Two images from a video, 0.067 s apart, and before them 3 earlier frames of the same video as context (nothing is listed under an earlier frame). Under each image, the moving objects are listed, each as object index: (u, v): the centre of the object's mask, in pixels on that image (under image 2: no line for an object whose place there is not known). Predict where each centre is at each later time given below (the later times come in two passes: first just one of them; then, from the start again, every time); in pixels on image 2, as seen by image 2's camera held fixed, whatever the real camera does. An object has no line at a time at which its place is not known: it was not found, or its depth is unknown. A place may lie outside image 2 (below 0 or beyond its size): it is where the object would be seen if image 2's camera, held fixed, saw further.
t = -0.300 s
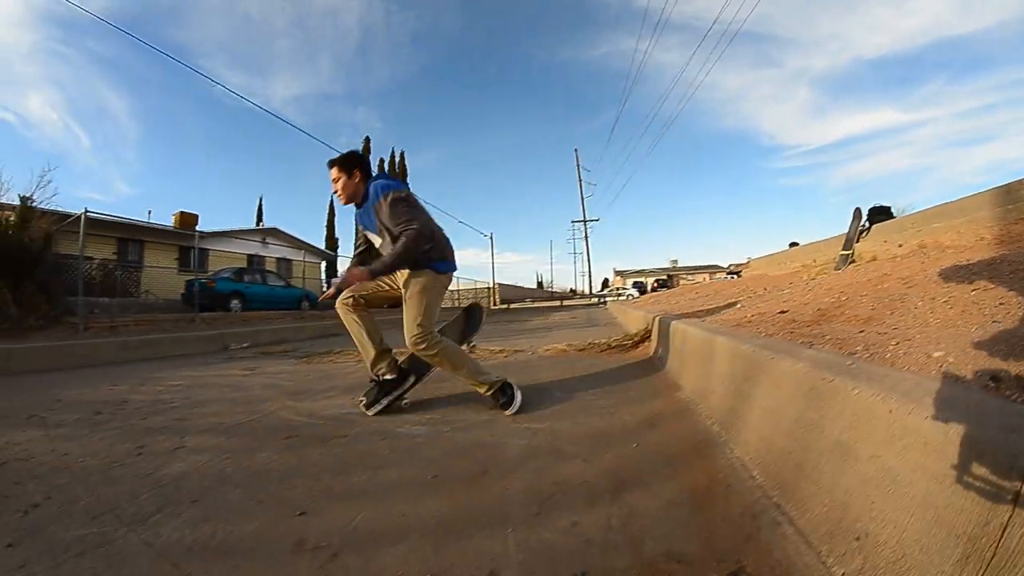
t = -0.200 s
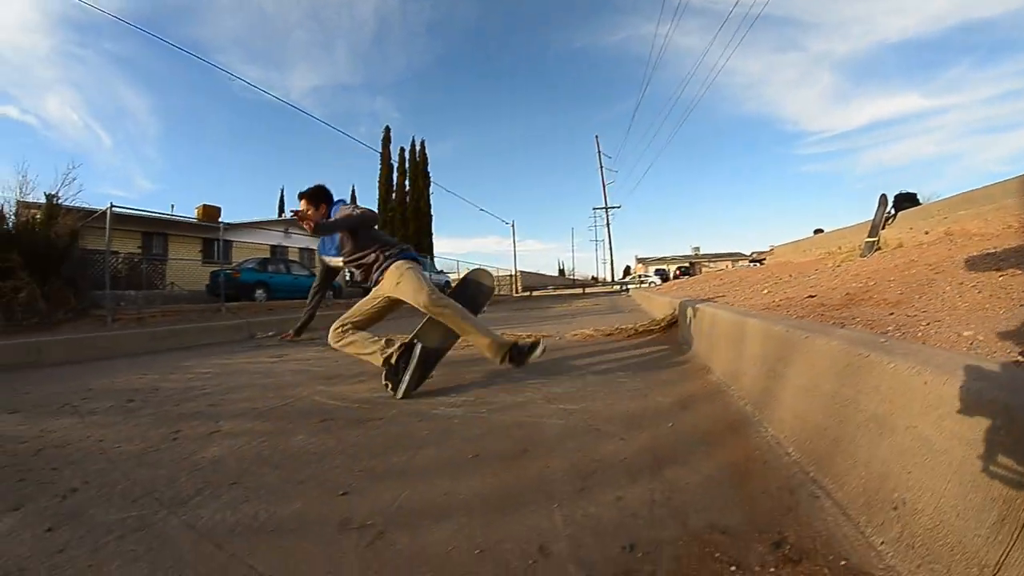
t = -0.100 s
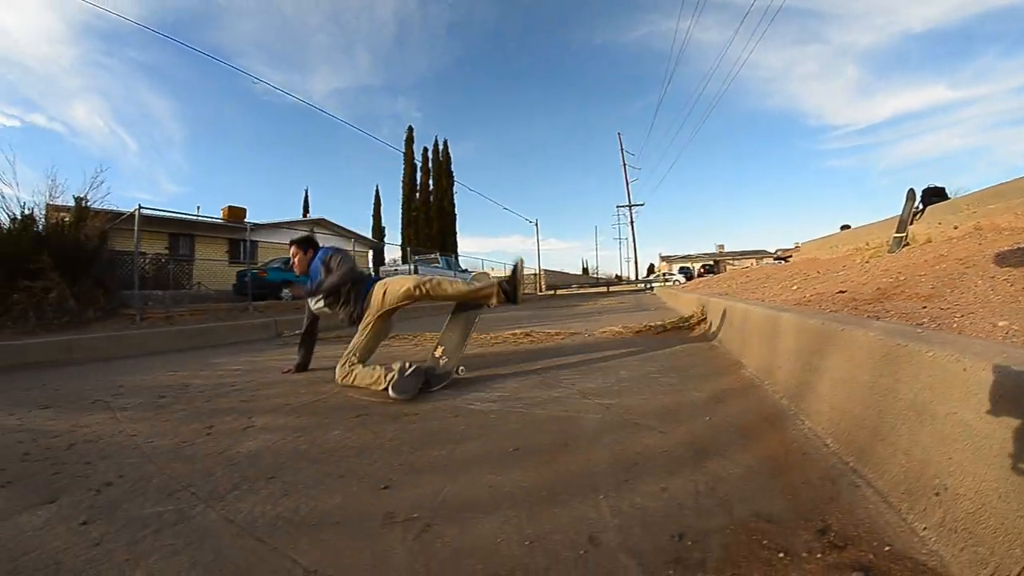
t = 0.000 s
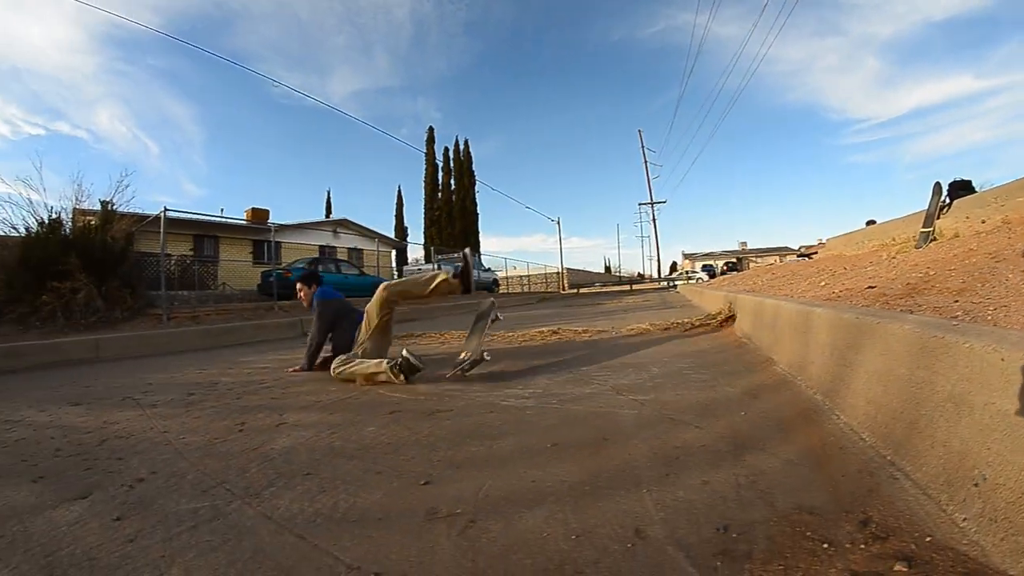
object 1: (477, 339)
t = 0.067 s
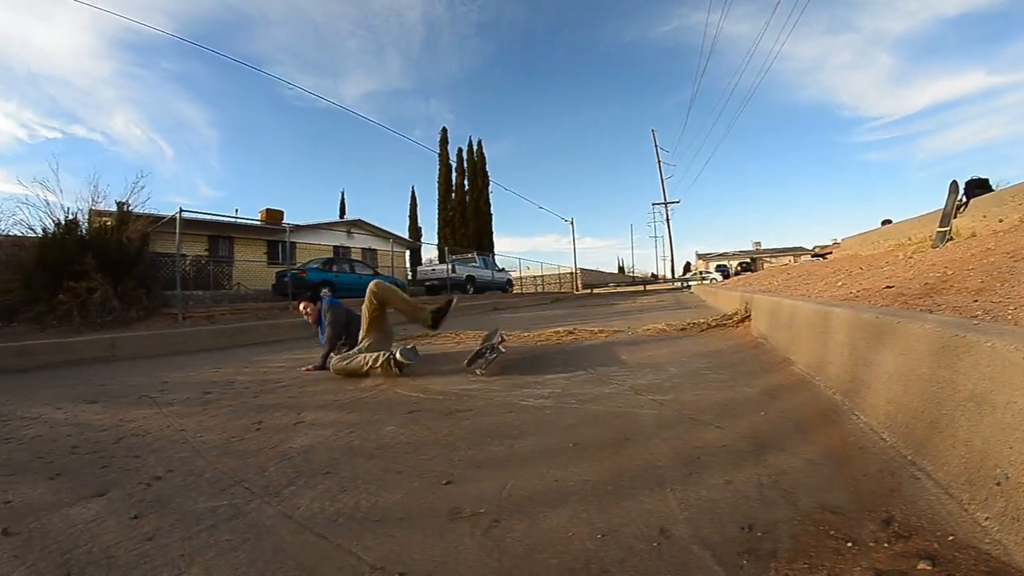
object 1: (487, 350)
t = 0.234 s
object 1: (486, 343)
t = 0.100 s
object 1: (487, 351)
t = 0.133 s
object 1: (486, 349)
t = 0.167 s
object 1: (486, 347)
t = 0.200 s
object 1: (486, 345)
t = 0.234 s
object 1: (486, 343)
